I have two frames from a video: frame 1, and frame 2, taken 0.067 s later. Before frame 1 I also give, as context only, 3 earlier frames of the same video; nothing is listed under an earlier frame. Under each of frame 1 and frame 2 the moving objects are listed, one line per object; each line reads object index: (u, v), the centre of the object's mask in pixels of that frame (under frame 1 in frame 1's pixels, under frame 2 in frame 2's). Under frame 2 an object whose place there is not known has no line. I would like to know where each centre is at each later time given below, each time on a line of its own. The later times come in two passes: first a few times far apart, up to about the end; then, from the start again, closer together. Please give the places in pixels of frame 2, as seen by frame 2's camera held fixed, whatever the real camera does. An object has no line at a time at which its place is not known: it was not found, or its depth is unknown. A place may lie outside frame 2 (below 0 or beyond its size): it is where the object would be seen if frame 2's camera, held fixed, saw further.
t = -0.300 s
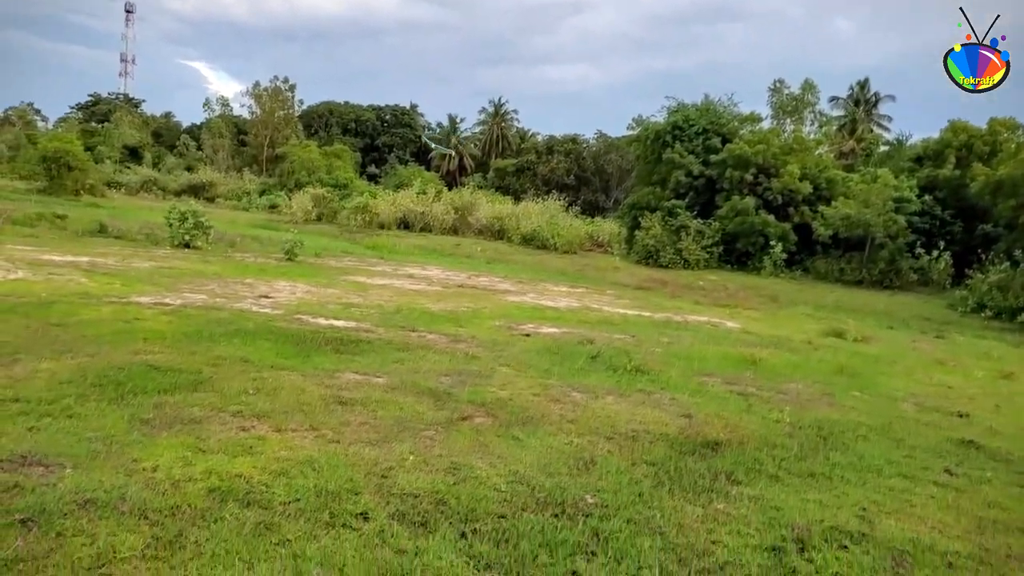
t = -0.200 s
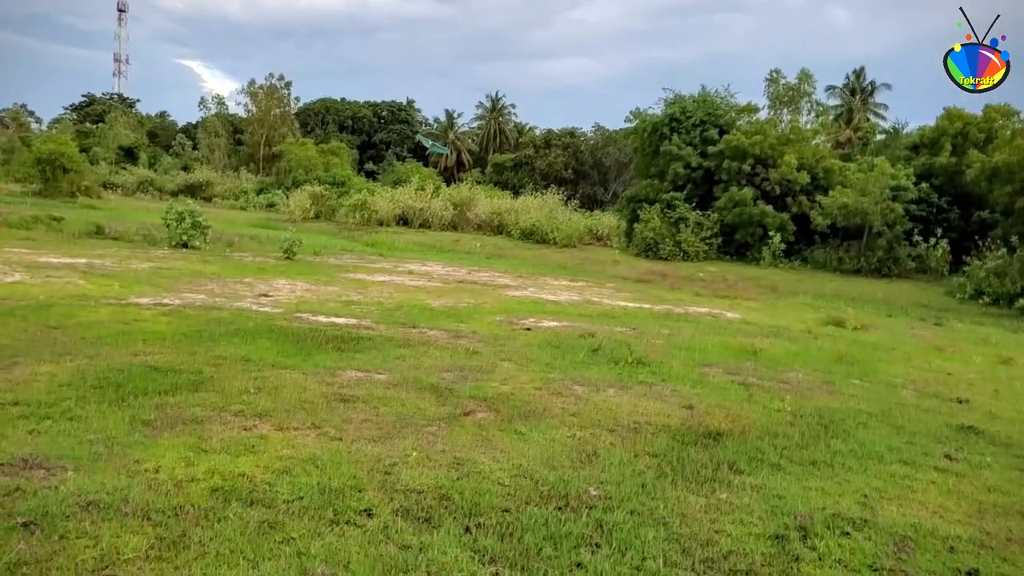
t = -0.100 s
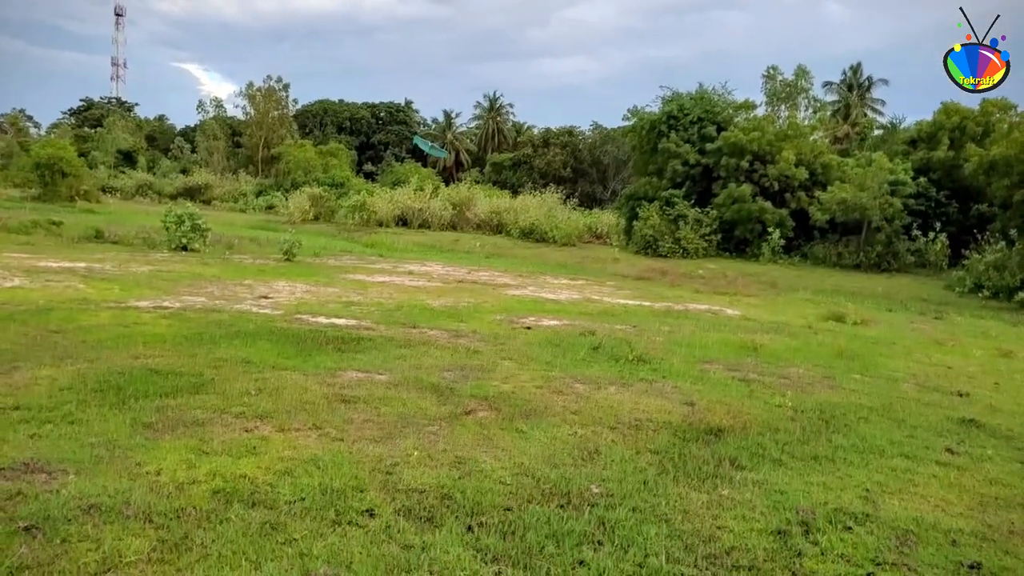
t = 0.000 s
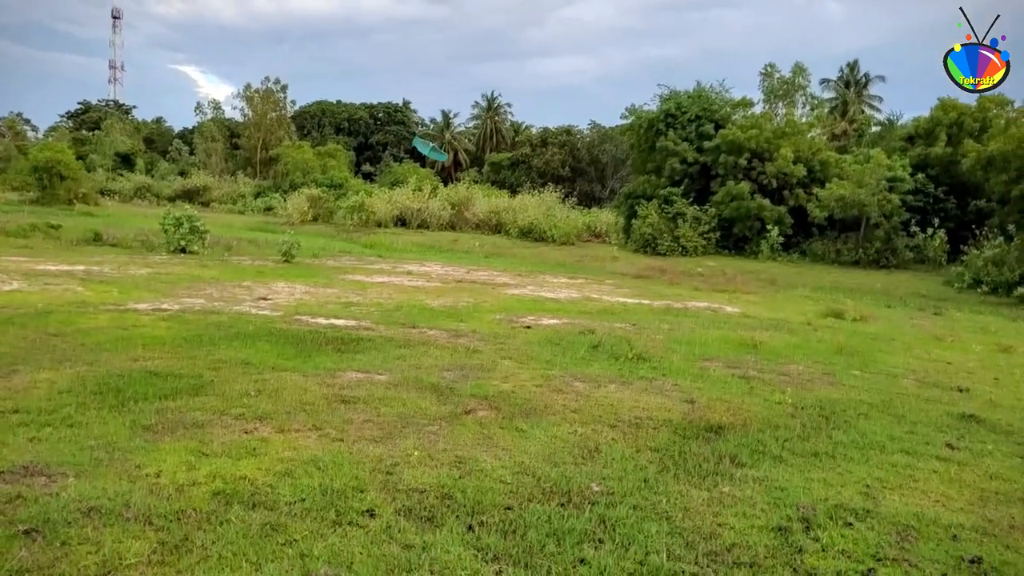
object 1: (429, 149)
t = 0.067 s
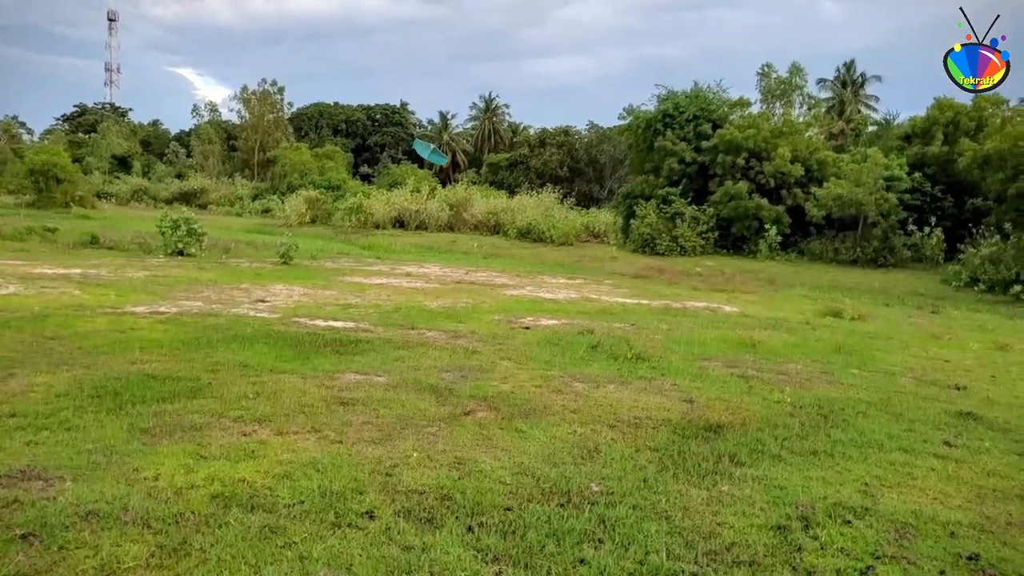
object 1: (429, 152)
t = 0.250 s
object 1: (440, 156)
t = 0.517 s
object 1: (470, 163)
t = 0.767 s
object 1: (501, 171)
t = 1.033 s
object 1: (533, 181)
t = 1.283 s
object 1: (561, 195)
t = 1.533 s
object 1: (589, 214)
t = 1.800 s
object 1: (618, 253)
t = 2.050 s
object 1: (649, 303)
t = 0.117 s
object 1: (431, 153)
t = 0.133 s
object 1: (432, 154)
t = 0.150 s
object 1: (433, 154)
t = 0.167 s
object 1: (435, 154)
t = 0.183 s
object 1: (435, 155)
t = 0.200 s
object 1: (437, 155)
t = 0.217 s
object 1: (438, 155)
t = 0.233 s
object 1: (439, 156)
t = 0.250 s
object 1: (440, 156)
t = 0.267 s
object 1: (442, 156)
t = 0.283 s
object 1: (443, 157)
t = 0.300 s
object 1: (445, 157)
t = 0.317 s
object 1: (447, 157)
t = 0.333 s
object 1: (447, 157)
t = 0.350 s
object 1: (448, 157)
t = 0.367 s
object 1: (452, 159)
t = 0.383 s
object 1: (450, 158)
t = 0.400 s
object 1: (456, 159)
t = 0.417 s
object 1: (457, 160)
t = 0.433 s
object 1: (460, 160)
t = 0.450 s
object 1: (462, 161)
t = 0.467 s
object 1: (463, 161)
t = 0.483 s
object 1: (466, 162)
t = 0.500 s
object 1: (467, 162)
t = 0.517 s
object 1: (470, 163)
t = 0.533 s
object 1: (472, 163)
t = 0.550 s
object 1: (474, 164)
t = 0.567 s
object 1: (476, 164)
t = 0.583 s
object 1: (478, 165)
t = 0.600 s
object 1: (480, 165)
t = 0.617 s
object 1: (482, 166)
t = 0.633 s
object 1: (484, 166)
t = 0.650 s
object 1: (487, 167)
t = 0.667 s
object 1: (488, 167)
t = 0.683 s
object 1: (491, 168)
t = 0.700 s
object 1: (493, 168)
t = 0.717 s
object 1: (496, 169)
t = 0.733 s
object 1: (497, 169)
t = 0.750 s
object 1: (500, 170)
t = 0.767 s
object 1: (501, 171)
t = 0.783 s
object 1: (505, 172)
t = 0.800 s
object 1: (506, 172)
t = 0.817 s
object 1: (509, 173)
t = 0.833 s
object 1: (510, 173)
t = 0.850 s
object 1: (512, 174)
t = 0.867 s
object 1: (514, 175)
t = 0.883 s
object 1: (517, 175)
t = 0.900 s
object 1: (518, 176)
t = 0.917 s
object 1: (521, 177)
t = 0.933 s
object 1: (522, 177)
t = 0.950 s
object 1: (525, 178)
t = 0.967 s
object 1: (526, 178)
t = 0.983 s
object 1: (528, 179)
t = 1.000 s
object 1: (529, 179)
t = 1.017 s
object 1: (532, 180)
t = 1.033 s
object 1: (533, 181)
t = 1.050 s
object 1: (536, 182)
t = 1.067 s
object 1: (537, 183)
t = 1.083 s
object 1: (539, 184)
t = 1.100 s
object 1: (540, 184)
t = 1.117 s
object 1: (542, 185)
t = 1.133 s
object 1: (543, 186)
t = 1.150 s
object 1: (545, 187)
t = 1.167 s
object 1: (546, 187)
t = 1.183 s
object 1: (549, 188)
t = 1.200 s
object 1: (550, 189)
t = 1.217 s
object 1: (553, 190)
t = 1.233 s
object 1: (554, 191)
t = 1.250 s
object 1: (557, 193)
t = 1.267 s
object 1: (559, 194)
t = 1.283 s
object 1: (561, 195)
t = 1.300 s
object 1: (562, 195)
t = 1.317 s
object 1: (566, 197)
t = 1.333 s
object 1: (567, 198)
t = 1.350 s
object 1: (570, 199)
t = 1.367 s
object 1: (571, 200)
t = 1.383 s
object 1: (574, 201)
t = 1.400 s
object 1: (575, 202)
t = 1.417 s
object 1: (577, 204)
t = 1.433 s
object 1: (578, 204)
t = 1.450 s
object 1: (581, 206)
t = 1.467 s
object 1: (581, 207)
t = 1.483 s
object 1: (584, 209)
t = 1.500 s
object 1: (585, 210)
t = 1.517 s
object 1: (588, 212)
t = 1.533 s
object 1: (589, 214)
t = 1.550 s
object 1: (591, 216)
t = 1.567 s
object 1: (593, 218)
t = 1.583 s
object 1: (595, 220)
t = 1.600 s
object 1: (597, 222)
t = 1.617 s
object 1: (599, 225)
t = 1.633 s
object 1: (600, 226)
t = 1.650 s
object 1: (603, 229)
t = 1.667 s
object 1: (604, 231)
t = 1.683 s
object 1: (606, 234)
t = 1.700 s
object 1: (607, 236)
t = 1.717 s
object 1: (610, 239)
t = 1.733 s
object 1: (611, 241)
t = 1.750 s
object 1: (614, 245)
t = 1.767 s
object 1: (615, 247)
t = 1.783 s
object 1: (617, 251)
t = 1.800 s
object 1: (618, 253)
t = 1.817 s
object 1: (621, 257)
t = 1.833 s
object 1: (622, 259)
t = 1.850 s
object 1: (625, 263)
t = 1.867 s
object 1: (626, 265)
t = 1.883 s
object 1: (628, 269)
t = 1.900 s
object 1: (630, 272)
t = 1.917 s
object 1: (633, 276)
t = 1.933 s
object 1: (633, 278)
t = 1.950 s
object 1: (636, 283)
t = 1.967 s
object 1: (637, 284)
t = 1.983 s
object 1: (641, 289)
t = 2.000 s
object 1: (643, 292)
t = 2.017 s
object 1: (645, 296)
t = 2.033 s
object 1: (647, 298)
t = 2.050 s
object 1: (649, 303)
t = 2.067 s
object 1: (651, 305)
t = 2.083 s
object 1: (655, 310)
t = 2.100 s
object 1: (657, 312)
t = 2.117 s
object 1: (660, 317)
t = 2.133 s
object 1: (661, 319)
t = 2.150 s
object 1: (664, 323)
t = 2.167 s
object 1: (666, 326)
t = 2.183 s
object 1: (669, 330)
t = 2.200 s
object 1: (671, 332)
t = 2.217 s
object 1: (674, 337)
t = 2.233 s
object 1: (676, 339)
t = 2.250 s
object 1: (680, 344)
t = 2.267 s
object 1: (682, 346)
